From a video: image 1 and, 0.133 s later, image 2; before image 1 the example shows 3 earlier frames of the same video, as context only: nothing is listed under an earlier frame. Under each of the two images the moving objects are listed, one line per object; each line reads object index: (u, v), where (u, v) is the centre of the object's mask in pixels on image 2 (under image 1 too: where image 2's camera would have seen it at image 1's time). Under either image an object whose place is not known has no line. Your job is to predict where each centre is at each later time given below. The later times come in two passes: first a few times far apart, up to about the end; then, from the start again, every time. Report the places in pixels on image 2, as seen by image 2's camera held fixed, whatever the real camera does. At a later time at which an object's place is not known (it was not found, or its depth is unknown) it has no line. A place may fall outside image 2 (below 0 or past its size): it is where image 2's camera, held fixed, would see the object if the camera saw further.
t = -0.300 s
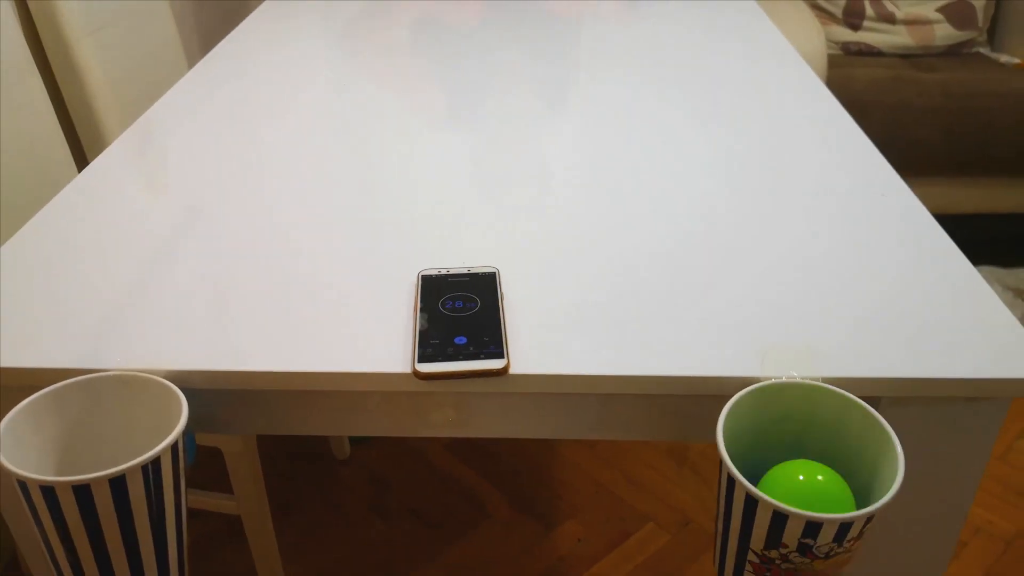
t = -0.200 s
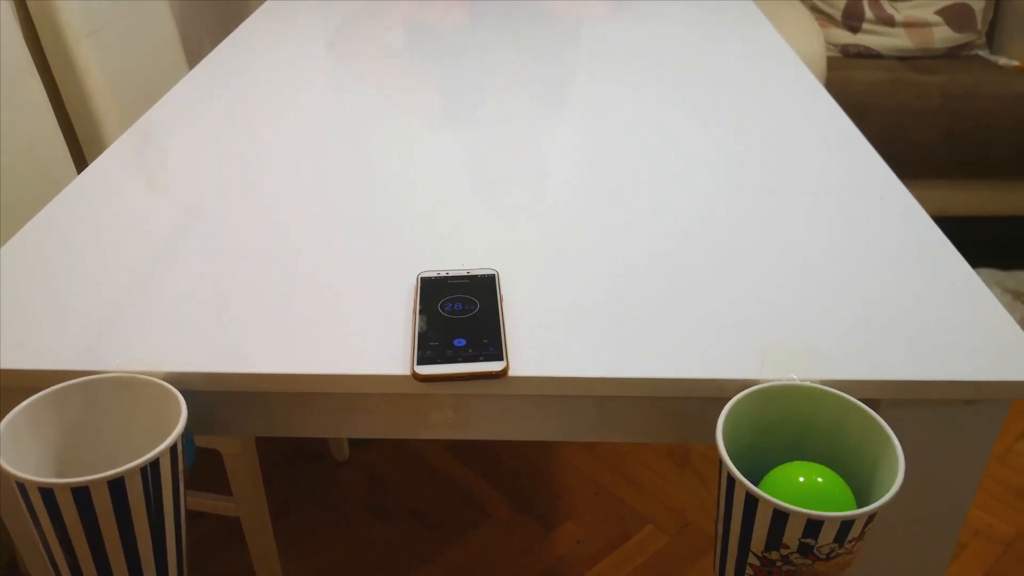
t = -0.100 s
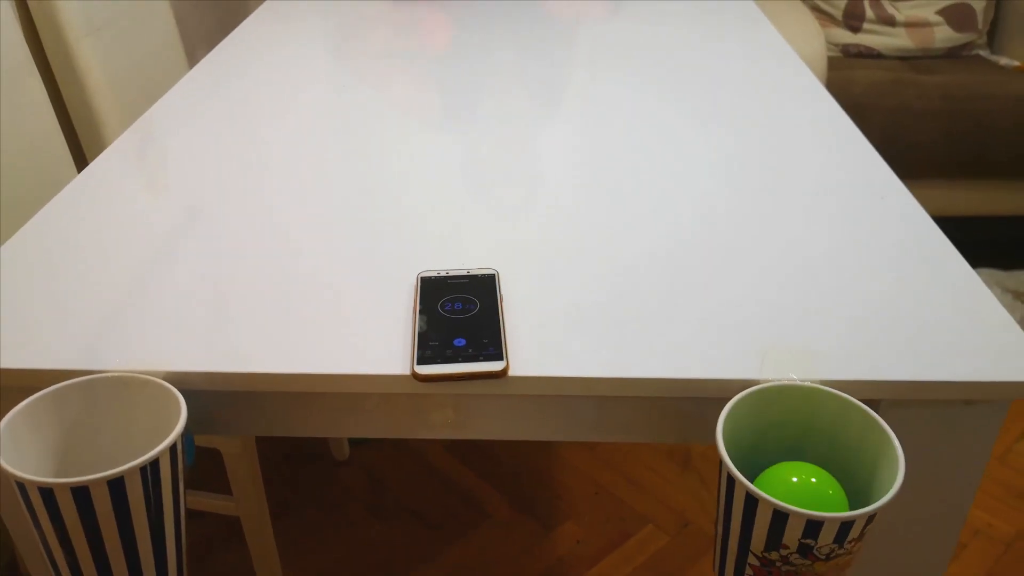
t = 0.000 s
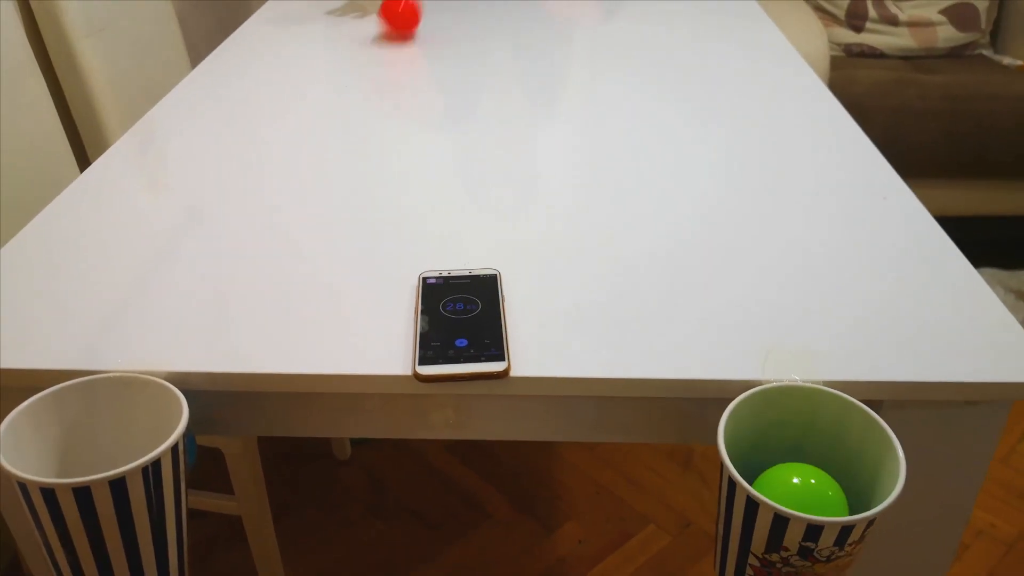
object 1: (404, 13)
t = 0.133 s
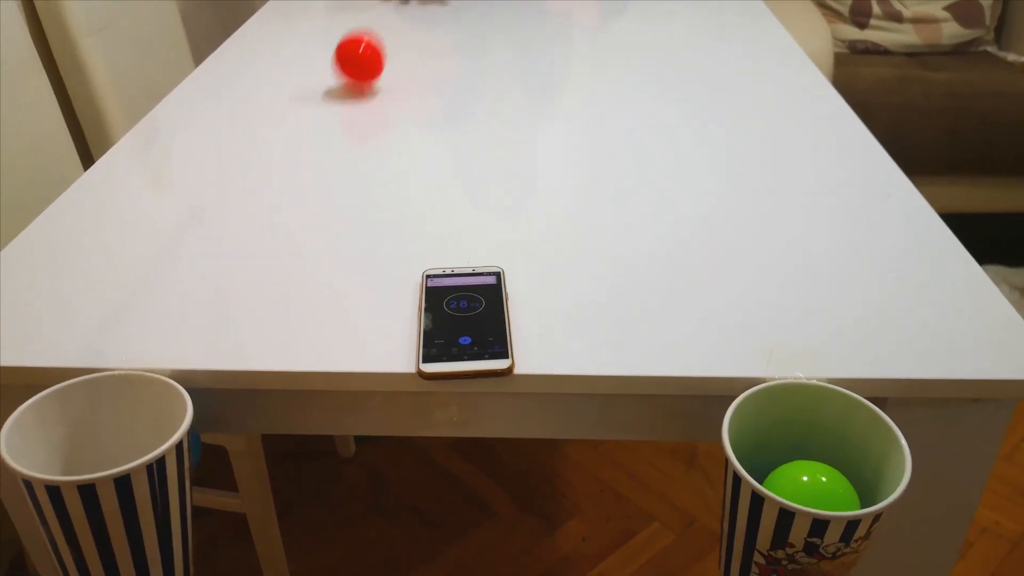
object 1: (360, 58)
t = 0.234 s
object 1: (323, 92)
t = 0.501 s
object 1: (159, 272)
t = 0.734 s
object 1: (78, 393)
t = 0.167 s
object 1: (347, 75)
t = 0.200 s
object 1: (335, 80)
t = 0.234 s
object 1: (323, 92)
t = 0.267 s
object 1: (310, 115)
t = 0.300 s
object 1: (295, 139)
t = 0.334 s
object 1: (277, 147)
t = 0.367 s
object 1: (258, 165)
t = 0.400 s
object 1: (238, 194)
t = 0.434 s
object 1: (213, 222)
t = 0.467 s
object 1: (186, 240)
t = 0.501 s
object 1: (159, 272)
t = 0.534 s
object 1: (128, 316)
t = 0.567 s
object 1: (88, 350)
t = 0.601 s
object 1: (50, 410)
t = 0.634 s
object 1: (47, 399)
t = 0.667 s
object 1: (51, 385)
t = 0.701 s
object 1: (61, 383)
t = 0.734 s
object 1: (78, 393)
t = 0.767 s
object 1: (98, 418)
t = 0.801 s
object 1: (124, 460)
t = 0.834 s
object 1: (157, 522)
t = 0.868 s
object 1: (196, 560)
